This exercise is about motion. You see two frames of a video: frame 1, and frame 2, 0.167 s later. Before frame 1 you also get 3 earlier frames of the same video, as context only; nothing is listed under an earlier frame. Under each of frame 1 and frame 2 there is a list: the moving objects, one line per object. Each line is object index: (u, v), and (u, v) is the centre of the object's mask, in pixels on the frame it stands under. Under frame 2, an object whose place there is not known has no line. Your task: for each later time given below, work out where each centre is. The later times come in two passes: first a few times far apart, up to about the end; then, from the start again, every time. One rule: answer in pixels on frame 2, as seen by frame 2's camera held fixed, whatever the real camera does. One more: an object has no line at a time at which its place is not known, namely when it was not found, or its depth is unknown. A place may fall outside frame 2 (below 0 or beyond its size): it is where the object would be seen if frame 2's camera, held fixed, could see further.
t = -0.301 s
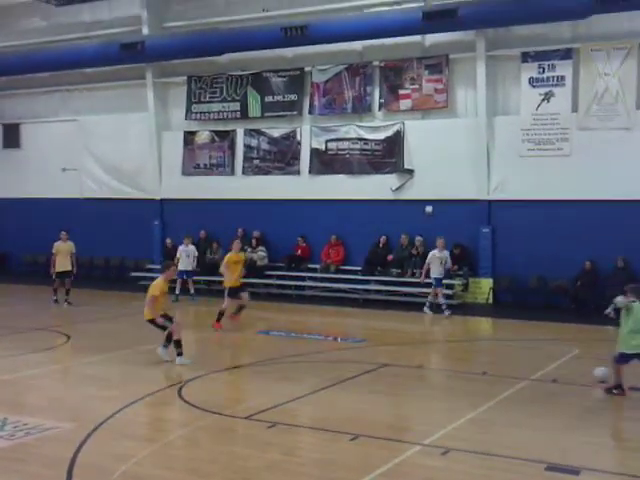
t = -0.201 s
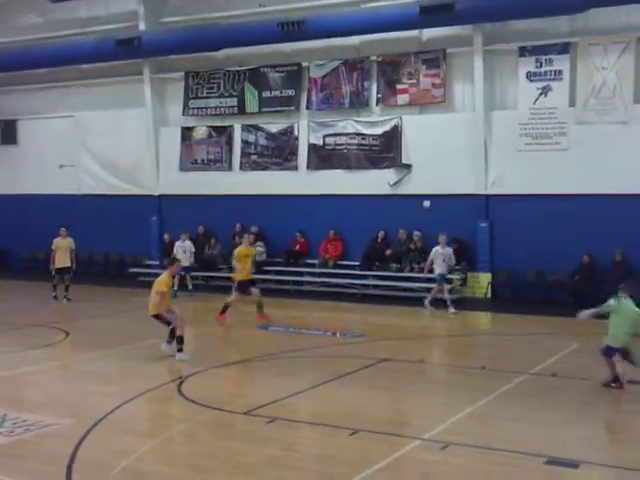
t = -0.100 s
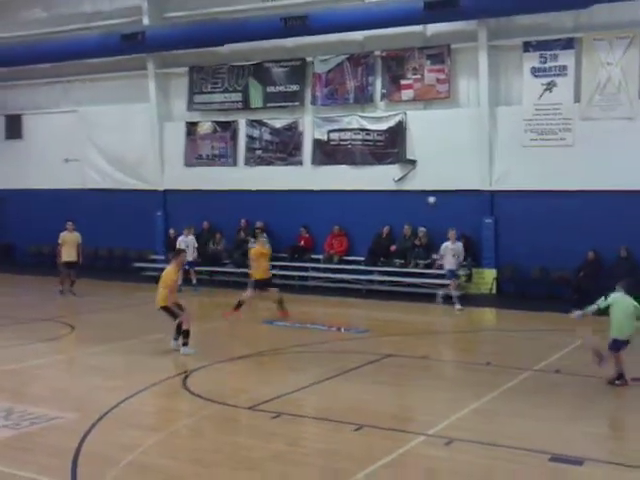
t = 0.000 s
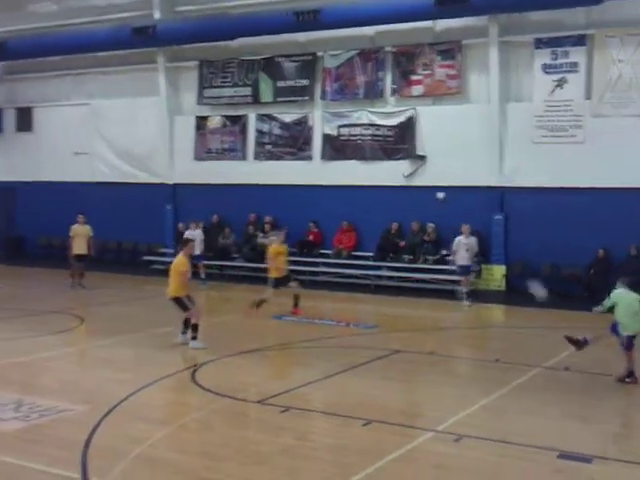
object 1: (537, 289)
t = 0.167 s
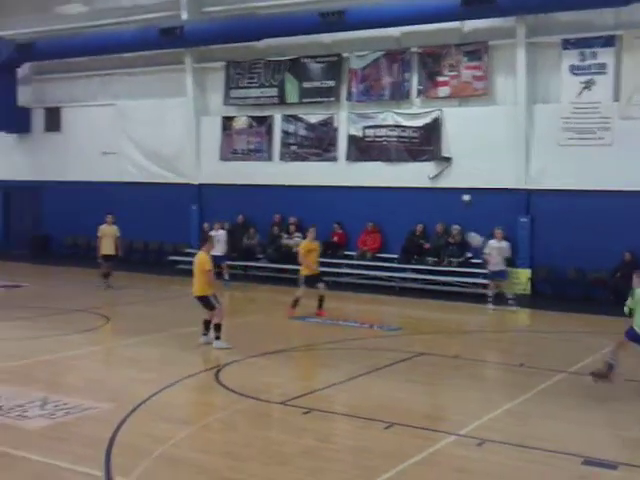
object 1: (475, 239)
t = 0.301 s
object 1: (415, 215)
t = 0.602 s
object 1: (302, 198)
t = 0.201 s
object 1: (460, 232)
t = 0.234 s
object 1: (444, 225)
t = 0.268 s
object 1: (429, 219)
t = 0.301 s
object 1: (415, 215)
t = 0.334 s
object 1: (401, 210)
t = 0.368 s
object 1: (387, 206)
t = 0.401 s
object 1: (374, 202)
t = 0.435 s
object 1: (361, 201)
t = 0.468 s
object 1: (348, 199)
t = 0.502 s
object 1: (337, 198)
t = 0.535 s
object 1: (325, 197)
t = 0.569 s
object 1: (313, 198)
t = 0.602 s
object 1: (302, 198)
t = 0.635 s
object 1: (291, 199)
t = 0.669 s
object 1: (280, 201)
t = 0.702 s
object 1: (270, 204)
